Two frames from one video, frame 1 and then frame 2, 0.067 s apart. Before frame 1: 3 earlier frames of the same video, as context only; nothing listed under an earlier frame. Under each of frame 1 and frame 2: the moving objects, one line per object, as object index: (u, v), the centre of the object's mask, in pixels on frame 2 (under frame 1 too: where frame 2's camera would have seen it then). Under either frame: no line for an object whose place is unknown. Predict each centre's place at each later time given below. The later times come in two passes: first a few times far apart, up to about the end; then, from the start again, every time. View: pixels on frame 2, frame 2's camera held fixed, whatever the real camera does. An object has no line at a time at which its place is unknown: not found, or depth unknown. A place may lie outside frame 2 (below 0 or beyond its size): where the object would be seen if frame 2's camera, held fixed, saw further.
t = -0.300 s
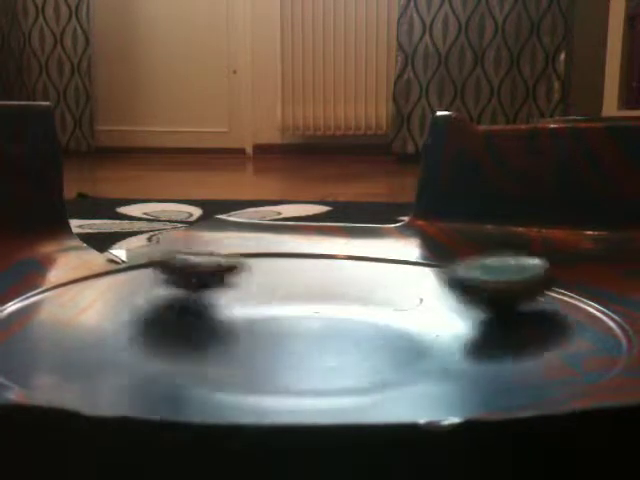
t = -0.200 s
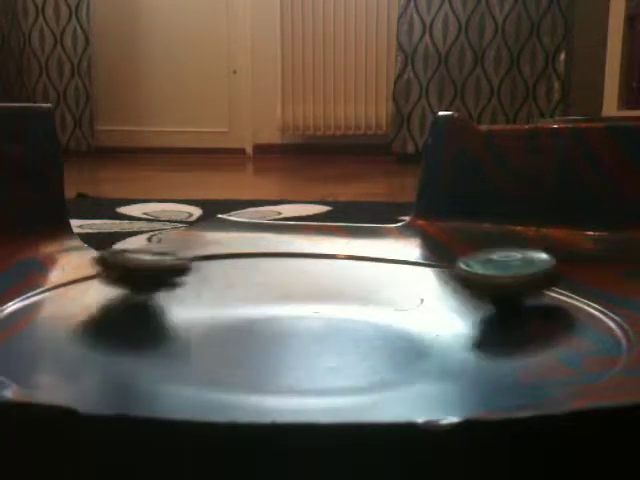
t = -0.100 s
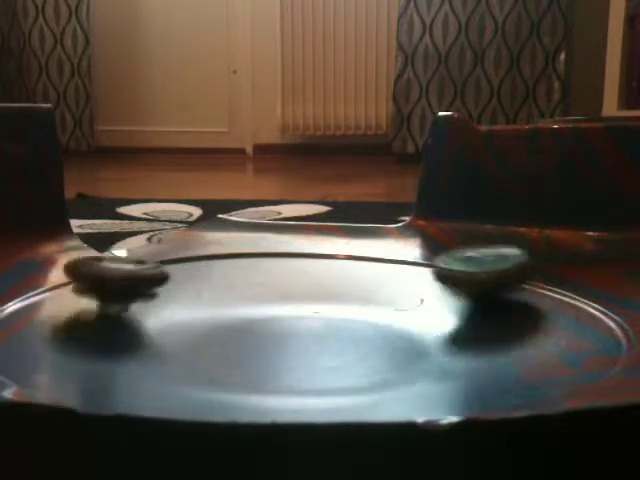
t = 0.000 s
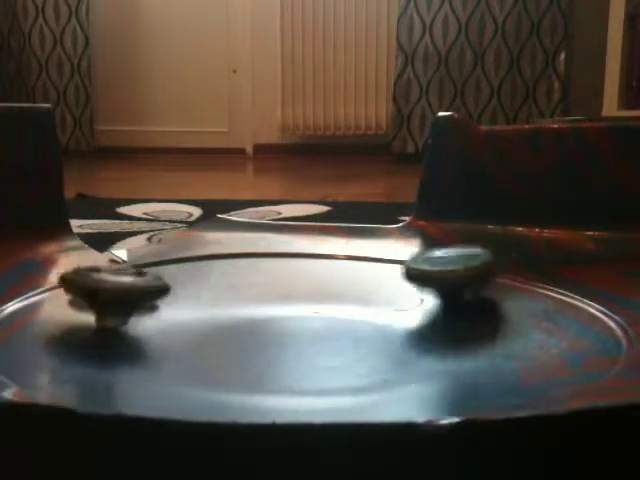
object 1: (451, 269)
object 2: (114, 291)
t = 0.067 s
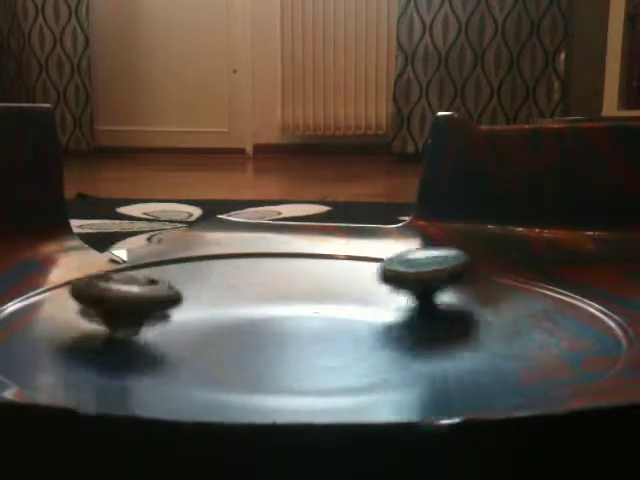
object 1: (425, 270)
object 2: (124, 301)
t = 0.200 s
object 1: (366, 282)
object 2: (169, 317)
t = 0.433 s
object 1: (333, 298)
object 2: (207, 313)
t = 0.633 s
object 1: (365, 316)
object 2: (162, 300)
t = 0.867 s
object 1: (374, 340)
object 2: (179, 309)
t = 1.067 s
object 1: (401, 346)
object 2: (205, 307)
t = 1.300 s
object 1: (407, 336)
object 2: (230, 298)
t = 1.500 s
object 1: (350, 337)
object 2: (255, 292)
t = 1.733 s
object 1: (278, 338)
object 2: (288, 285)
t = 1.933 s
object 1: (226, 331)
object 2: (317, 288)
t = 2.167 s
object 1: (181, 321)
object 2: (350, 290)
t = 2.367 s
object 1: (171, 318)
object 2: (371, 293)
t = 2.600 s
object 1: (185, 312)
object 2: (386, 297)
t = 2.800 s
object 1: (205, 301)
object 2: (395, 300)
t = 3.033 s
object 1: (234, 292)
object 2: (403, 305)
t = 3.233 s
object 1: (252, 287)
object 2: (407, 306)
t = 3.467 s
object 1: (281, 286)
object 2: (409, 310)
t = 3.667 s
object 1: (319, 285)
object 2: (409, 312)
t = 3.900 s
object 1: (351, 285)
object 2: (411, 313)
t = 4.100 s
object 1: (343, 266)
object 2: (458, 333)
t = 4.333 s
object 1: (272, 267)
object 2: (453, 337)
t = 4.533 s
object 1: (234, 290)
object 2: (424, 327)
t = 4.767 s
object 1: (269, 299)
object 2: (401, 330)
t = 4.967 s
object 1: (288, 306)
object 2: (391, 334)
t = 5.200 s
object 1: (262, 303)
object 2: (432, 336)
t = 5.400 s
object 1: (251, 306)
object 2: (415, 327)
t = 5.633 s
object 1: (234, 308)
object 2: (403, 326)
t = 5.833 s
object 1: (220, 308)
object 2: (396, 325)
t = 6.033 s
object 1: (205, 307)
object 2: (395, 324)
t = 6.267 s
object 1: (190, 305)
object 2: (398, 321)
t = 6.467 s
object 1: (183, 310)
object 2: (409, 316)
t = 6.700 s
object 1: (197, 310)
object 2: (428, 311)
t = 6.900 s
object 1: (212, 305)
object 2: (426, 304)
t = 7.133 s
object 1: (232, 299)
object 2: (413, 298)
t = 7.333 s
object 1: (251, 296)
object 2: (403, 298)
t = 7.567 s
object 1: (277, 292)
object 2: (400, 299)
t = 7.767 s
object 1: (303, 290)
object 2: (404, 302)
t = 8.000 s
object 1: (278, 282)
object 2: (466, 310)
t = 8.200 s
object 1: (234, 283)
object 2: (445, 309)
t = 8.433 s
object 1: (211, 294)
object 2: (416, 312)
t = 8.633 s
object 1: (238, 296)
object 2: (404, 321)
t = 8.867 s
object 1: (278, 295)
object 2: (383, 326)
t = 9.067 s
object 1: (305, 293)
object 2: (360, 326)
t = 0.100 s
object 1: (411, 272)
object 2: (133, 305)
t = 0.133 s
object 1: (397, 275)
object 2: (143, 310)
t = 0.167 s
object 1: (380, 279)
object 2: (156, 315)
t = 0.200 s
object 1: (366, 282)
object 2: (169, 317)
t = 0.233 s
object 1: (354, 284)
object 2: (181, 318)
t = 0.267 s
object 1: (345, 286)
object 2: (191, 318)
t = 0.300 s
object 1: (340, 289)
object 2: (197, 318)
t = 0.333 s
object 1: (338, 291)
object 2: (201, 317)
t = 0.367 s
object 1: (336, 293)
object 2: (203, 316)
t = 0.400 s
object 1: (335, 296)
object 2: (205, 315)
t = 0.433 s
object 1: (333, 298)
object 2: (207, 313)
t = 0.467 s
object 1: (330, 301)
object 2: (208, 312)
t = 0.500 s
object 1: (328, 304)
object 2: (209, 310)
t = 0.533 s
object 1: (324, 306)
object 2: (211, 309)
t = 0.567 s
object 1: (332, 308)
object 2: (198, 305)
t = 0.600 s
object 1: (351, 312)
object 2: (174, 303)
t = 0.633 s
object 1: (365, 316)
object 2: (162, 300)
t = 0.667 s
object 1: (373, 320)
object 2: (155, 298)
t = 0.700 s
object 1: (376, 323)
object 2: (154, 298)
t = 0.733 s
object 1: (377, 326)
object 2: (157, 301)
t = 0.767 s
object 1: (377, 330)
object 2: (161, 304)
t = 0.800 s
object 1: (377, 334)
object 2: (167, 306)
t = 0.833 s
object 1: (376, 337)
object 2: (173, 308)
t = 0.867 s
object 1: (374, 340)
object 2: (179, 309)
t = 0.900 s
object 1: (374, 344)
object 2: (185, 310)
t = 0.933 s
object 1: (375, 346)
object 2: (191, 310)
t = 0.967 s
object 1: (379, 346)
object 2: (195, 309)
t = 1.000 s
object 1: (386, 347)
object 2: (199, 309)
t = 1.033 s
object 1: (393, 347)
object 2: (202, 308)
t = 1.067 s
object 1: (401, 346)
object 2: (205, 307)
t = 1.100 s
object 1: (408, 344)
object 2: (208, 306)
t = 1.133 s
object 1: (414, 343)
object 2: (211, 305)
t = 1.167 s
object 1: (418, 341)
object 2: (214, 301)
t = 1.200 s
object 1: (419, 340)
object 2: (217, 300)
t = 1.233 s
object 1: (417, 338)
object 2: (222, 300)
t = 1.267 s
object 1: (413, 337)
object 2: (225, 299)
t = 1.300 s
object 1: (407, 336)
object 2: (230, 298)
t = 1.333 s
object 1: (400, 335)
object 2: (234, 296)
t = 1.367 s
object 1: (391, 336)
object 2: (238, 295)
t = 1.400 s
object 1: (381, 335)
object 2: (242, 294)
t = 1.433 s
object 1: (371, 336)
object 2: (246, 293)
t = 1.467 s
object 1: (361, 338)
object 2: (250, 293)
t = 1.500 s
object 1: (350, 337)
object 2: (255, 292)
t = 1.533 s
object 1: (340, 337)
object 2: (260, 291)
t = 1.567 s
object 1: (332, 338)
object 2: (264, 291)
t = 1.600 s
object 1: (321, 338)
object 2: (269, 288)
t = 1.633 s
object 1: (308, 339)
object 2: (274, 287)
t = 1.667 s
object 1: (298, 339)
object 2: (278, 286)
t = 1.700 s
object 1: (288, 338)
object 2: (283, 285)
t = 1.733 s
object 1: (278, 338)
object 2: (288, 285)
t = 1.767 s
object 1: (271, 337)
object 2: (293, 285)
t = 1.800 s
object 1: (261, 336)
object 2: (298, 285)
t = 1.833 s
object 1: (254, 335)
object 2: (303, 286)
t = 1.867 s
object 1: (250, 334)
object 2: (308, 287)
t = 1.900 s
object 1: (234, 332)
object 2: (313, 288)
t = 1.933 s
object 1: (226, 331)
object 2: (317, 288)
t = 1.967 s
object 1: (217, 330)
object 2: (322, 288)
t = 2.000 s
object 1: (210, 328)
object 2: (327, 288)
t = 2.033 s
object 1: (203, 327)
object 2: (332, 289)
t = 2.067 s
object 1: (197, 325)
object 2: (337, 288)
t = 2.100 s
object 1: (191, 324)
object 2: (341, 289)
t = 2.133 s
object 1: (187, 322)
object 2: (346, 289)
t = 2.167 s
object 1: (181, 321)
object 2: (350, 290)
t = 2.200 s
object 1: (178, 320)
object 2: (354, 290)
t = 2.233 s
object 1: (175, 319)
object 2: (358, 291)
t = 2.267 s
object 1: (173, 319)
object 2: (362, 291)
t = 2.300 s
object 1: (173, 318)
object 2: (365, 291)
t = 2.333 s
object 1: (172, 318)
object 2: (368, 292)
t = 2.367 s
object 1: (171, 318)
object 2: (371, 293)
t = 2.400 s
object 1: (172, 318)
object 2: (373, 294)
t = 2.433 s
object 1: (173, 318)
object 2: (376, 294)
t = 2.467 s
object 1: (175, 317)
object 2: (378, 294)
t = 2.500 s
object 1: (177, 316)
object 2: (381, 295)
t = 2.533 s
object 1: (180, 315)
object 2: (382, 295)
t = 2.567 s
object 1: (182, 314)
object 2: (384, 296)
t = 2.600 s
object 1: (185, 312)
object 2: (386, 297)
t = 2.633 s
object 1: (188, 311)
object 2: (387, 297)
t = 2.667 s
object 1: (191, 309)
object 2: (389, 297)
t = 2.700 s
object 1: (194, 308)
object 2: (391, 298)
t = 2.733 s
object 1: (198, 306)
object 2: (392, 299)
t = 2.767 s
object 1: (202, 304)
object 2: (394, 300)
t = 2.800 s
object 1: (205, 301)
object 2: (395, 300)
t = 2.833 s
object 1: (210, 300)
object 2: (396, 300)
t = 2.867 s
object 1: (214, 299)
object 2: (398, 301)
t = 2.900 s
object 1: (218, 297)
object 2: (399, 302)
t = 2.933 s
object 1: (223, 296)
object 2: (400, 303)
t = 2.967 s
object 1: (227, 294)
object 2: (401, 303)
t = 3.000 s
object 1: (231, 293)
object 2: (402, 304)
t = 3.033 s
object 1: (234, 292)
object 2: (403, 305)
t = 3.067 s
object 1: (238, 291)
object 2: (404, 304)
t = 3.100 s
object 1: (241, 290)
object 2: (405, 305)
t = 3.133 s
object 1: (244, 289)
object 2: (405, 305)
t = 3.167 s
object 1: (246, 289)
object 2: (406, 306)
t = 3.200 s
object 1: (249, 288)
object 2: (406, 306)
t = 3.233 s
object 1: (252, 287)
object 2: (407, 306)
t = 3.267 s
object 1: (255, 287)
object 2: (407, 306)
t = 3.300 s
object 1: (259, 287)
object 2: (408, 307)
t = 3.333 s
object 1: (262, 287)
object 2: (408, 307)
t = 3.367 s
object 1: (266, 286)
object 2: (409, 308)
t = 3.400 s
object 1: (271, 286)
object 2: (409, 309)
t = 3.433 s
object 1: (275, 286)
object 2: (409, 309)
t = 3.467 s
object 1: (281, 286)
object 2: (409, 310)
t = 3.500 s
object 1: (287, 286)
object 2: (410, 310)
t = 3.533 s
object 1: (293, 286)
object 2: (410, 311)
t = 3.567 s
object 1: (299, 286)
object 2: (410, 311)
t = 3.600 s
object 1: (306, 285)
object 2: (410, 312)
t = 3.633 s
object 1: (313, 285)
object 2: (410, 312)
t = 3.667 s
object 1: (319, 285)
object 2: (409, 312)
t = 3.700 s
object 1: (325, 285)
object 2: (409, 312)
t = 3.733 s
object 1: (330, 285)
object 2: (409, 312)
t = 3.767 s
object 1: (335, 285)
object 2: (409, 312)
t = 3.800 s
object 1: (339, 285)
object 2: (409, 312)
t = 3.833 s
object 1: (343, 285)
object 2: (410, 312)
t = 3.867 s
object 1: (347, 285)
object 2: (410, 312)
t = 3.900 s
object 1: (351, 285)
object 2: (411, 313)
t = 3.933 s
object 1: (354, 284)
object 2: (411, 313)
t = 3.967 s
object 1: (357, 284)
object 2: (411, 313)
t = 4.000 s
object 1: (360, 283)
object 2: (411, 313)
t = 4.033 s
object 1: (360, 283)
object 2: (421, 318)
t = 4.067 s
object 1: (353, 272)
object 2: (444, 328)
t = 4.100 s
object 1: (343, 266)
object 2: (458, 333)
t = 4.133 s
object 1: (333, 262)
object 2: (469, 338)
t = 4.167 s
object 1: (323, 261)
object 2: (468, 337)
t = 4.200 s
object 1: (313, 261)
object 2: (466, 338)
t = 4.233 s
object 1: (302, 261)
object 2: (463, 338)
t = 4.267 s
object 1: (292, 263)
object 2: (460, 337)
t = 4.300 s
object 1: (282, 265)
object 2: (457, 338)
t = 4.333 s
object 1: (272, 267)
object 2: (453, 337)
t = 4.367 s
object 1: (261, 270)
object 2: (447, 335)
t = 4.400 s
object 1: (250, 275)
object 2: (441, 333)
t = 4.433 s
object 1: (242, 280)
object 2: (436, 331)
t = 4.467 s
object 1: (237, 283)
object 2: (432, 329)
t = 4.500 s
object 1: (234, 287)
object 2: (428, 328)
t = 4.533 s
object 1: (234, 290)
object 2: (424, 327)
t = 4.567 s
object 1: (236, 291)
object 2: (420, 326)
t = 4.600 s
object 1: (241, 293)
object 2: (416, 326)
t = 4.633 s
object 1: (246, 294)
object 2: (413, 326)
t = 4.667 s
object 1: (252, 296)
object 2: (410, 326)
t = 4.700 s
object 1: (258, 297)
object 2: (407, 326)
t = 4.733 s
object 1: (264, 298)
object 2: (404, 329)
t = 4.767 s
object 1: (269, 299)
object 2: (401, 330)
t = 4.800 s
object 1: (275, 300)
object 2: (398, 330)
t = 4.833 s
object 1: (280, 302)
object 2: (395, 329)
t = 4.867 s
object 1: (285, 303)
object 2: (391, 331)
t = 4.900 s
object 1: (289, 305)
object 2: (387, 332)
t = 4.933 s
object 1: (292, 307)
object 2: (383, 333)
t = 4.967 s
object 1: (288, 306)
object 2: (391, 334)
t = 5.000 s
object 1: (277, 303)
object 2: (411, 341)
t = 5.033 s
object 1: (271, 302)
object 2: (424, 342)
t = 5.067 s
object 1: (268, 301)
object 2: (431, 342)
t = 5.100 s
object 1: (267, 301)
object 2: (433, 341)
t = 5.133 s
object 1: (265, 302)
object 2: (433, 340)
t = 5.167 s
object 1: (264, 303)
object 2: (433, 338)
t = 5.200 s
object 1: (262, 303)
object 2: (432, 336)
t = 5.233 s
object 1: (260, 304)
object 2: (429, 333)
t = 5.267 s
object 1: (259, 304)
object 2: (428, 331)
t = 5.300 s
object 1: (257, 304)
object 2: (425, 330)
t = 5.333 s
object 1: (255, 305)
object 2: (421, 328)
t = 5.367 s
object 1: (253, 305)
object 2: (418, 327)
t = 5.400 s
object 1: (251, 306)
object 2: (415, 327)
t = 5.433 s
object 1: (249, 307)
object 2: (412, 326)
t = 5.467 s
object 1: (247, 307)
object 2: (410, 326)
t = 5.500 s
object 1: (245, 307)
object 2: (408, 326)
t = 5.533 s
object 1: (242, 308)
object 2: (407, 326)
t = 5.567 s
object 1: (240, 308)
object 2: (405, 326)
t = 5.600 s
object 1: (237, 308)
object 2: (404, 326)
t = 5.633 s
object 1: (234, 308)
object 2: (403, 326)
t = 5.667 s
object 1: (232, 308)
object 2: (402, 326)
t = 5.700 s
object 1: (229, 308)
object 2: (400, 326)
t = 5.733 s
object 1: (227, 309)
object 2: (399, 326)
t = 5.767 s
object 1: (225, 309)
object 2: (398, 326)
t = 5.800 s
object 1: (222, 308)
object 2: (397, 326)
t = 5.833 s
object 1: (220, 308)
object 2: (396, 325)
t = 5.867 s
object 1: (217, 308)
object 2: (395, 325)
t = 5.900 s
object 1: (214, 308)
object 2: (395, 325)
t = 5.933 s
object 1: (212, 308)
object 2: (395, 325)
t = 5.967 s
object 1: (210, 307)
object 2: (395, 324)
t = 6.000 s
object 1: (207, 307)
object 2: (395, 324)
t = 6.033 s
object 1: (205, 307)
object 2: (395, 324)
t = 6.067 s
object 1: (203, 306)
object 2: (395, 323)
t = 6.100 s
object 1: (201, 306)
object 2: (395, 323)
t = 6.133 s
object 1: (200, 306)
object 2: (395, 322)
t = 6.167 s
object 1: (198, 306)
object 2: (396, 322)
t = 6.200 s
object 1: (196, 305)
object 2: (396, 322)
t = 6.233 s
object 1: (193, 305)
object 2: (397, 321)
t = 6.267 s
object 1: (190, 305)
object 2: (398, 321)
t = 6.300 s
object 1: (188, 306)
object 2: (399, 320)
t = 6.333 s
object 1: (186, 307)
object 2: (400, 319)
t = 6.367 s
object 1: (185, 308)
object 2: (402, 318)
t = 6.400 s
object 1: (184, 308)
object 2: (404, 317)
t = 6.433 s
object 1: (184, 309)
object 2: (406, 317)
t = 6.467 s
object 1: (183, 310)
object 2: (409, 316)
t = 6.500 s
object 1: (184, 310)
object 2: (412, 316)
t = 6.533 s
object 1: (185, 311)
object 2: (415, 315)
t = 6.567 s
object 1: (187, 311)
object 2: (419, 314)
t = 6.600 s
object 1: (189, 311)
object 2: (422, 313)
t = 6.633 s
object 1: (192, 311)
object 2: (425, 312)
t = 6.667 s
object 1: (194, 311)
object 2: (427, 312)
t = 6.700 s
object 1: (197, 310)
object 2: (428, 311)
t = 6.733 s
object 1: (199, 309)
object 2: (428, 309)
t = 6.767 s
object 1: (202, 309)
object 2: (428, 308)
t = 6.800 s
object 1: (204, 307)
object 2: (428, 307)
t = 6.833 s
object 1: (207, 307)
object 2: (427, 306)
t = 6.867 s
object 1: (210, 305)
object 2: (426, 305)
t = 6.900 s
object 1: (212, 305)
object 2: (426, 304)
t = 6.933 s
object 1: (215, 304)
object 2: (425, 303)
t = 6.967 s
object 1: (218, 303)
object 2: (423, 302)
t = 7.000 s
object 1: (221, 302)
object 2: (422, 301)
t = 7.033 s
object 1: (223, 301)
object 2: (420, 300)
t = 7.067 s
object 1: (226, 300)
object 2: (418, 299)
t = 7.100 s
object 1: (228, 300)
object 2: (416, 299)
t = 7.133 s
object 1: (232, 299)
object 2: (413, 298)
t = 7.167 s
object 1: (235, 299)
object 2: (411, 298)
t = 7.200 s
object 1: (238, 299)
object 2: (409, 298)
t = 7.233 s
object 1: (241, 298)
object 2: (407, 298)
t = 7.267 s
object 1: (244, 297)
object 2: (406, 298)
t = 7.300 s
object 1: (248, 297)
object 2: (405, 298)
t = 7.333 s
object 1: (251, 296)
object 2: (403, 298)
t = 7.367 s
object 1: (254, 295)
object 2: (402, 298)
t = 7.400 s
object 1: (257, 295)
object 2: (401, 298)
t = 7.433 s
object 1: (261, 294)
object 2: (401, 299)
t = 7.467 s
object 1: (265, 294)
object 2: (401, 298)
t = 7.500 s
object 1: (269, 294)
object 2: (400, 298)
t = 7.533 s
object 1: (273, 293)
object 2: (401, 299)
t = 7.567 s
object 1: (277, 292)
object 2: (400, 299)
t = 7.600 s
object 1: (281, 293)
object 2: (401, 300)
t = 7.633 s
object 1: (285, 292)
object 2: (401, 300)
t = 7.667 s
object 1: (289, 291)
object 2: (402, 301)
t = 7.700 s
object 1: (294, 291)
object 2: (403, 301)
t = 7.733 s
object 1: (298, 291)
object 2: (404, 302)
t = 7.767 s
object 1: (303, 290)
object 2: (404, 302)
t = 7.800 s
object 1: (307, 290)
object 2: (405, 303)
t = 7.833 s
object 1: (311, 290)
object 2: (405, 303)
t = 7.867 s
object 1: (312, 289)
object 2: (410, 302)
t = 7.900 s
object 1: (301, 285)
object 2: (436, 304)
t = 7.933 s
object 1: (292, 283)
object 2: (454, 307)
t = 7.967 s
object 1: (285, 282)
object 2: (464, 309)
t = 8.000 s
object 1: (278, 282)
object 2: (466, 310)
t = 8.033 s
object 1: (270, 281)
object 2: (465, 311)
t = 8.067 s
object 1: (263, 281)
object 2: (461, 310)
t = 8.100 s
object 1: (255, 281)
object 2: (458, 310)
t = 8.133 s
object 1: (247, 281)
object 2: (455, 309)
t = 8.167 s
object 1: (240, 282)
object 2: (450, 309)
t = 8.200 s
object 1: (234, 283)
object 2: (445, 309)
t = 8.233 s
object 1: (228, 284)
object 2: (440, 310)
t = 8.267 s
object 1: (222, 286)
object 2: (435, 309)
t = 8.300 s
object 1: (218, 287)
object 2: (430, 310)
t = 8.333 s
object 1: (214, 290)
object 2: (426, 310)
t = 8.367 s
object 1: (212, 292)
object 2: (422, 311)
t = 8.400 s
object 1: (211, 293)
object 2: (420, 313)
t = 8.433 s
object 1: (211, 294)
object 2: (416, 312)
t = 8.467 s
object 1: (213, 294)
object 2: (414, 315)
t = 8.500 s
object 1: (216, 296)
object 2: (412, 316)
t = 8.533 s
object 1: (221, 297)
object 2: (410, 317)
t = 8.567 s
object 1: (226, 296)
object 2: (409, 319)
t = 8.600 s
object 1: (232, 296)
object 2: (407, 319)
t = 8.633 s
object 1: (238, 296)
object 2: (404, 321)
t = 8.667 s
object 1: (243, 296)
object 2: (402, 322)
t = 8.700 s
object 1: (249, 295)
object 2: (399, 323)
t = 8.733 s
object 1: (255, 295)
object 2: (397, 324)
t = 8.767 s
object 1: (261, 295)
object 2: (393, 325)
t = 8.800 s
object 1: (266, 295)
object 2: (390, 326)
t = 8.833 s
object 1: (272, 296)
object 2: (387, 326)
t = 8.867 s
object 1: (278, 295)
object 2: (383, 326)
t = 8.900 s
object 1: (283, 296)
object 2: (379, 327)
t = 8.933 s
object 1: (288, 296)
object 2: (376, 327)
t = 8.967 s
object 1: (292, 296)
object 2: (371, 327)
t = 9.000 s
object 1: (296, 295)
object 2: (367, 328)
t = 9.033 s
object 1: (301, 295)
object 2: (364, 326)
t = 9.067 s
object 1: (305, 293)
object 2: (360, 326)
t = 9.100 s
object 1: (310, 290)
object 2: (357, 329)
